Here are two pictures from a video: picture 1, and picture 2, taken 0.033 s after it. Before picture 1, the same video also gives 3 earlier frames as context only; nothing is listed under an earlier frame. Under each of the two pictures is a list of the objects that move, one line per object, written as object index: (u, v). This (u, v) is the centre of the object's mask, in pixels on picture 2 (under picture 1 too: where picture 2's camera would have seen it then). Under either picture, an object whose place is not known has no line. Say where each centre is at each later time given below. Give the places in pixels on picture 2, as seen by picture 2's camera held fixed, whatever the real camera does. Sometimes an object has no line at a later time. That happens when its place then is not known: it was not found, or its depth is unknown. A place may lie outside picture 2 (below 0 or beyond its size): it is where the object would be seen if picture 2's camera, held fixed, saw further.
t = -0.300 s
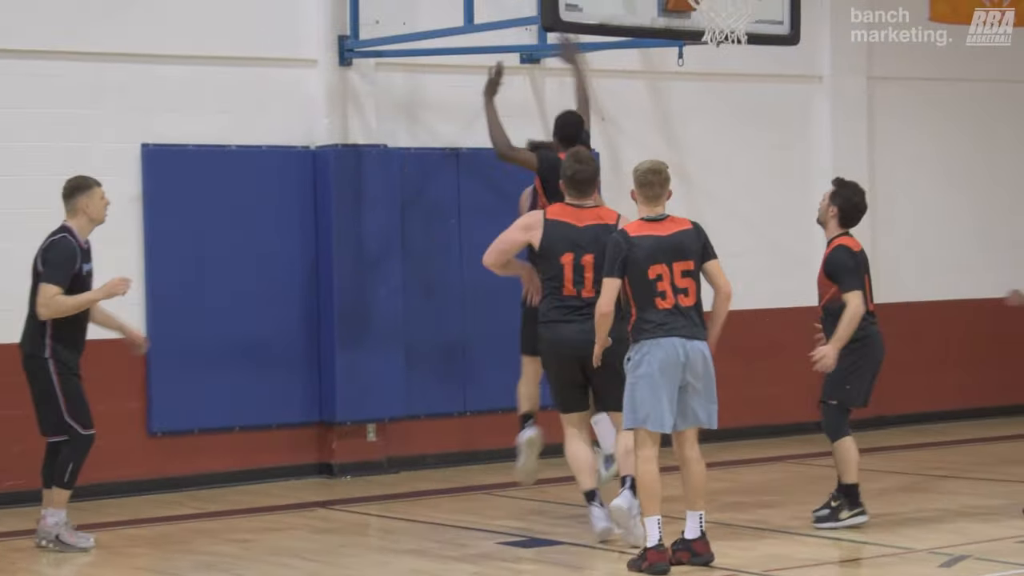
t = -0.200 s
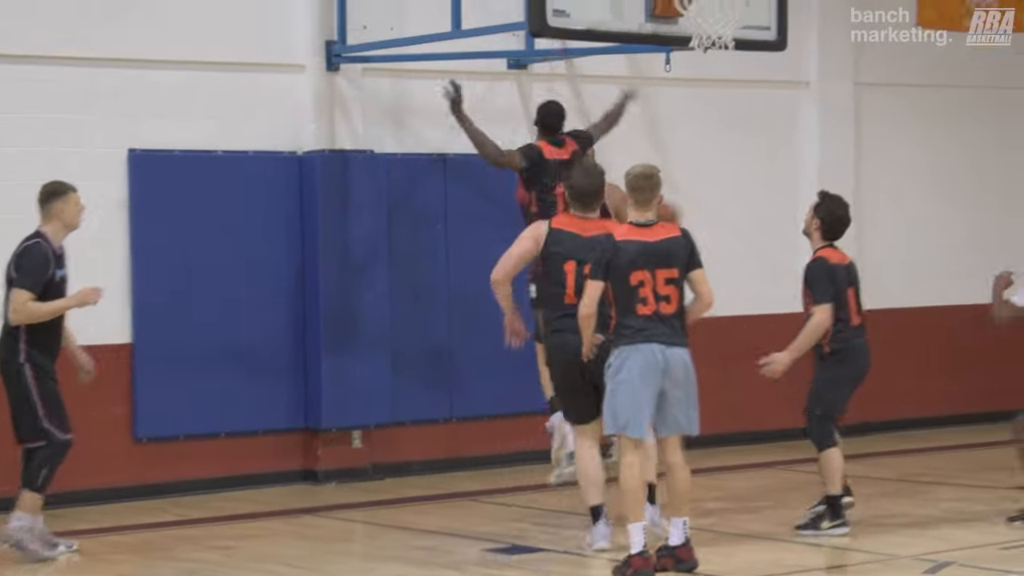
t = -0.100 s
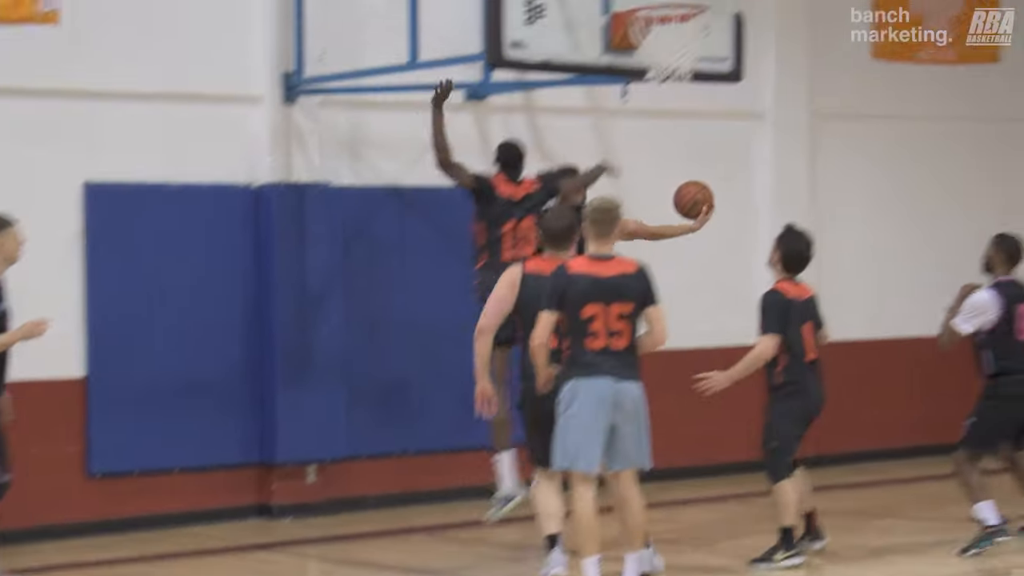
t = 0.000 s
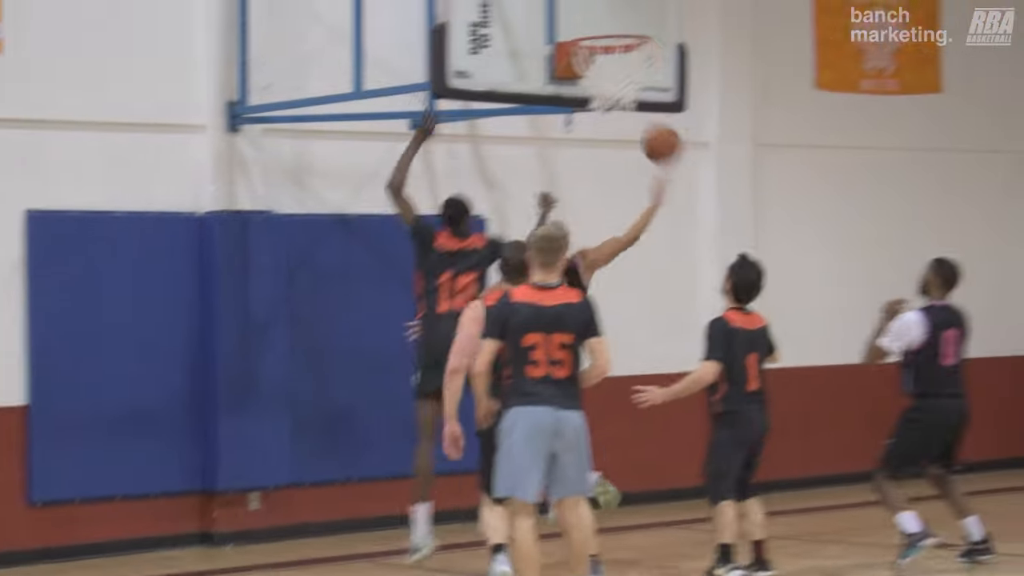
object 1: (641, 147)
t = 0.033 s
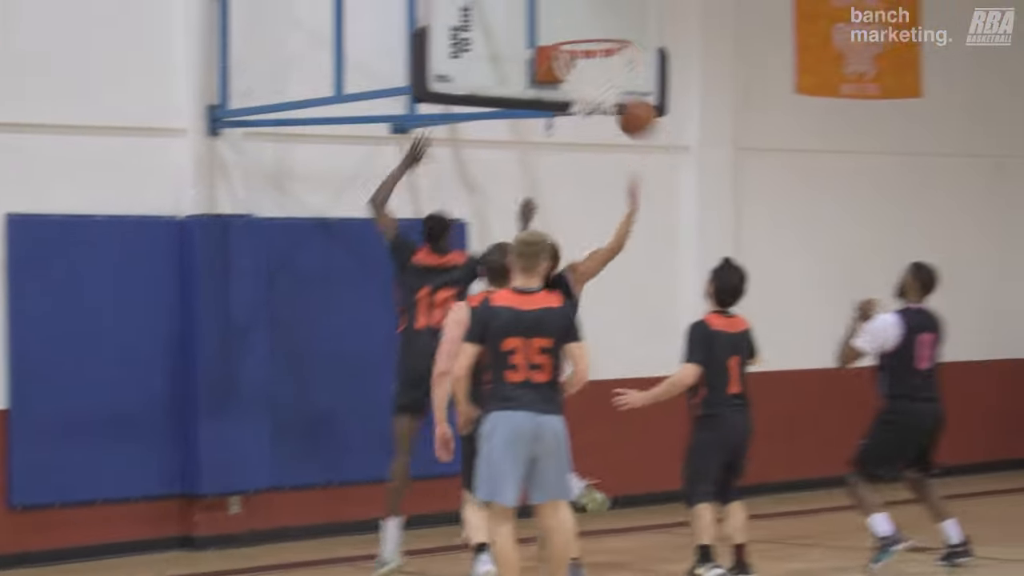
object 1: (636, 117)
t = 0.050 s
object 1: (635, 103)
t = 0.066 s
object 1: (634, 89)
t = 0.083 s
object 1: (635, 76)
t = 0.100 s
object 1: (626, 62)
